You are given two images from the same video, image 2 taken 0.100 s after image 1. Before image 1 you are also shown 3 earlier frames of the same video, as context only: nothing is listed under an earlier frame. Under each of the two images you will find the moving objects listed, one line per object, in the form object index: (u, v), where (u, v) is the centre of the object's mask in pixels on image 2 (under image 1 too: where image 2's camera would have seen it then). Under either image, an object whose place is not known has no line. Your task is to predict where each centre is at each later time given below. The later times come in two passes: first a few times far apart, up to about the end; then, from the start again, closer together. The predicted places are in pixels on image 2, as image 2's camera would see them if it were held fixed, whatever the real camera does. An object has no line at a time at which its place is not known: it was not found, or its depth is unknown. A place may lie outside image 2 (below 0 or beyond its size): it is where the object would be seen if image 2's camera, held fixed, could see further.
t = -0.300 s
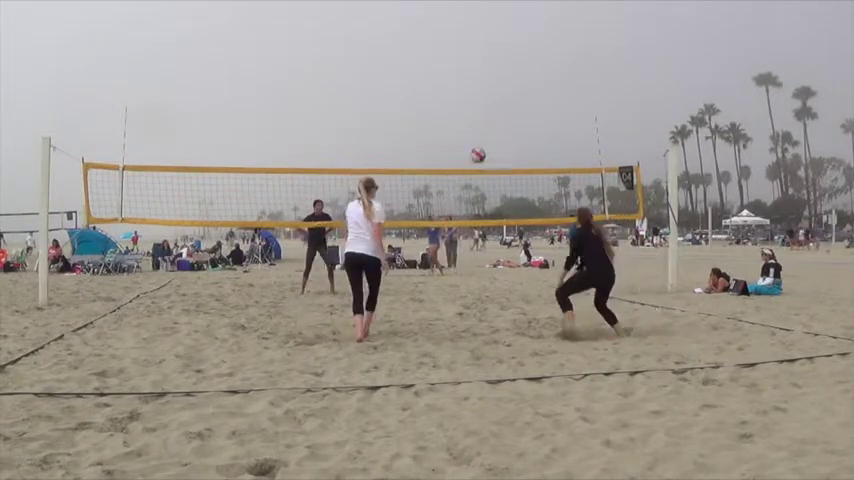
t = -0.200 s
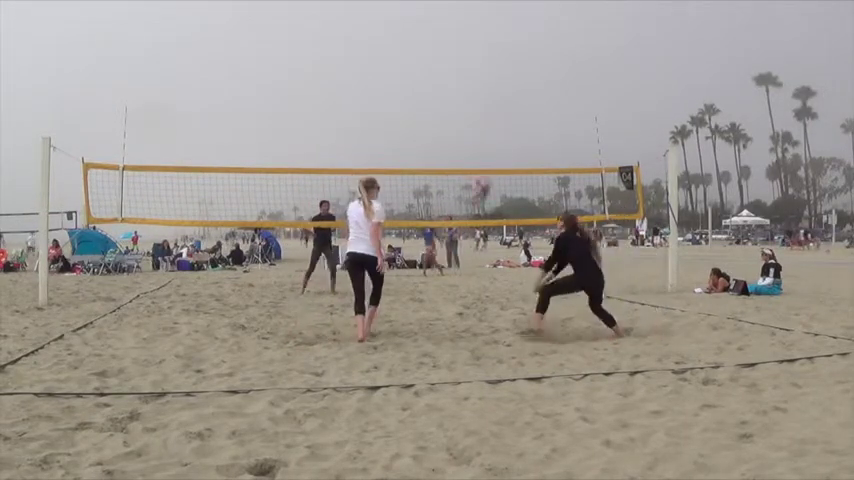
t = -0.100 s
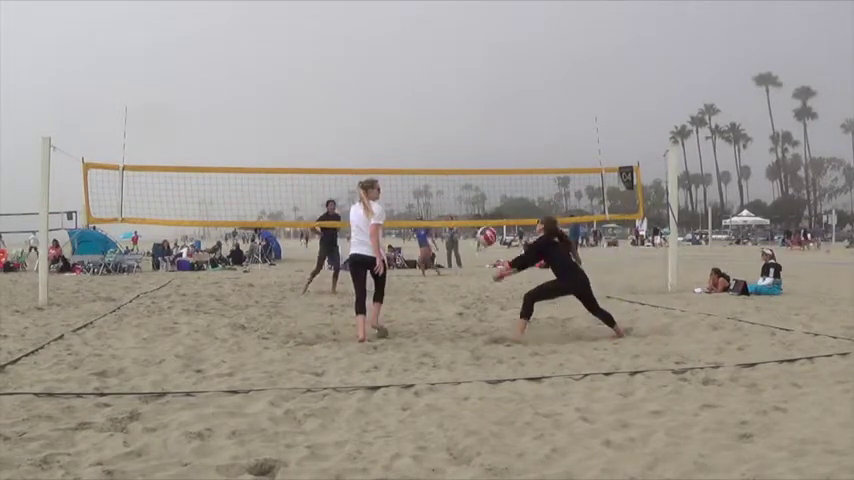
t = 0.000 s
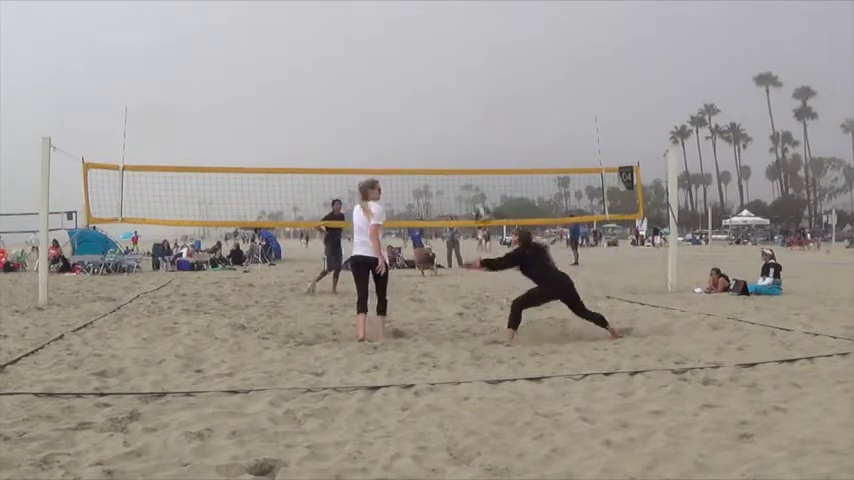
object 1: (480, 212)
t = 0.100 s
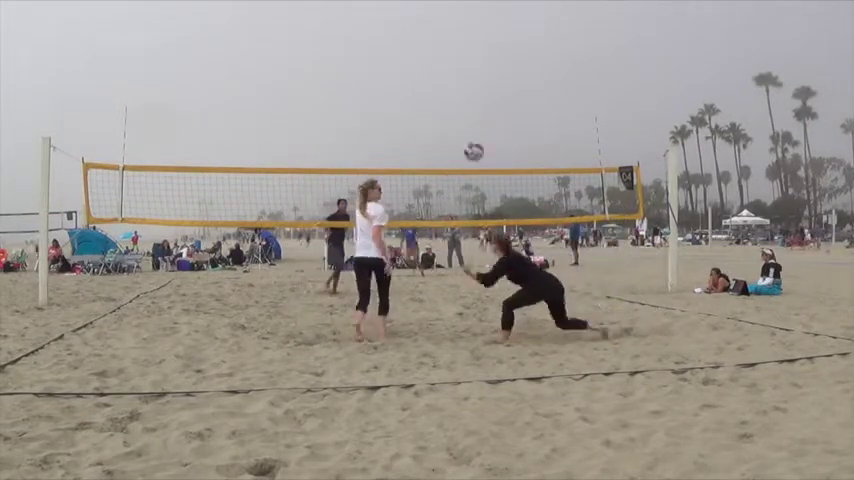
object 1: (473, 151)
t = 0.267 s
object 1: (464, 76)
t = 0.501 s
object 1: (456, 21)
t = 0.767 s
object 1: (452, 10)
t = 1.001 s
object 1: (451, 39)
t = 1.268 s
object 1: (451, 104)
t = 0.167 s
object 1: (469, 117)
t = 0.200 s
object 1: (467, 101)
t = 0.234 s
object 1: (465, 88)
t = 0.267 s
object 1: (464, 76)
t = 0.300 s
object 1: (463, 65)
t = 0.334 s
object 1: (462, 54)
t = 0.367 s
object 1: (460, 46)
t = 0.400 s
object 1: (459, 38)
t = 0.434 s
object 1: (458, 31)
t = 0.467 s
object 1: (455, 24)
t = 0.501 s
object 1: (456, 21)
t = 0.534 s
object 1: (455, 16)
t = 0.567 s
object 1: (453, 11)
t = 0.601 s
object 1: (454, 12)
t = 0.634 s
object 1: (453, 9)
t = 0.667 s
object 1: (453, 9)
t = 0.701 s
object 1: (452, 9)
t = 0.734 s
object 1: (452, 9)
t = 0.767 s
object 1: (452, 10)
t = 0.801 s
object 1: (451, 13)
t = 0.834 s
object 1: (451, 16)
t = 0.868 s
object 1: (451, 19)
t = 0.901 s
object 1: (451, 23)
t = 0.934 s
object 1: (451, 27)
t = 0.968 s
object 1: (451, 33)
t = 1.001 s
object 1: (451, 39)
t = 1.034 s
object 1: (451, 45)
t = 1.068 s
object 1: (451, 51)
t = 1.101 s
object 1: (451, 59)
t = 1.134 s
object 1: (451, 67)
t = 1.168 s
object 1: (451, 75)
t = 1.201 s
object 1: (451, 84)
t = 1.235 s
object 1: (451, 93)
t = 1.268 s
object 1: (451, 104)
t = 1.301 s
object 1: (452, 114)
